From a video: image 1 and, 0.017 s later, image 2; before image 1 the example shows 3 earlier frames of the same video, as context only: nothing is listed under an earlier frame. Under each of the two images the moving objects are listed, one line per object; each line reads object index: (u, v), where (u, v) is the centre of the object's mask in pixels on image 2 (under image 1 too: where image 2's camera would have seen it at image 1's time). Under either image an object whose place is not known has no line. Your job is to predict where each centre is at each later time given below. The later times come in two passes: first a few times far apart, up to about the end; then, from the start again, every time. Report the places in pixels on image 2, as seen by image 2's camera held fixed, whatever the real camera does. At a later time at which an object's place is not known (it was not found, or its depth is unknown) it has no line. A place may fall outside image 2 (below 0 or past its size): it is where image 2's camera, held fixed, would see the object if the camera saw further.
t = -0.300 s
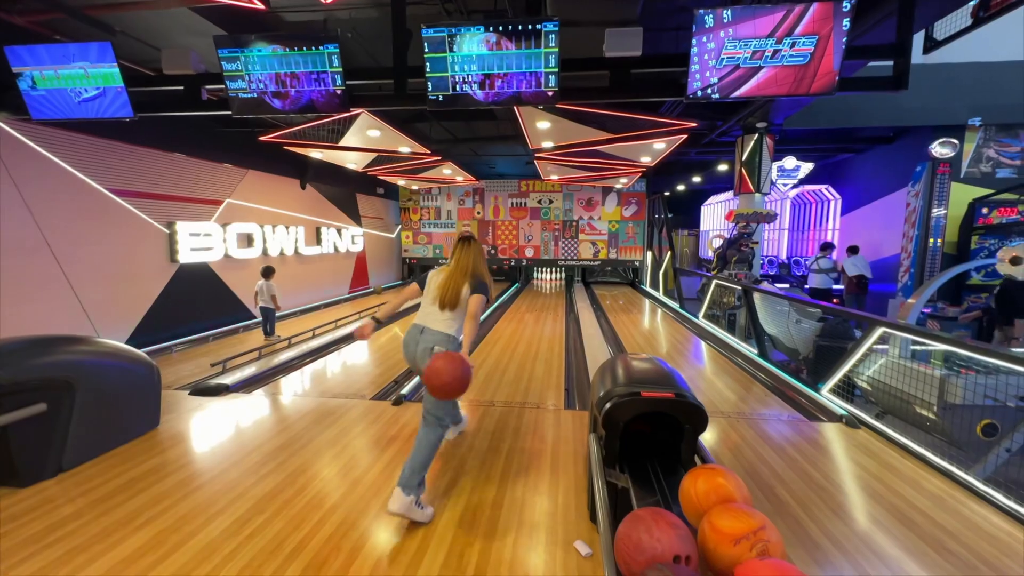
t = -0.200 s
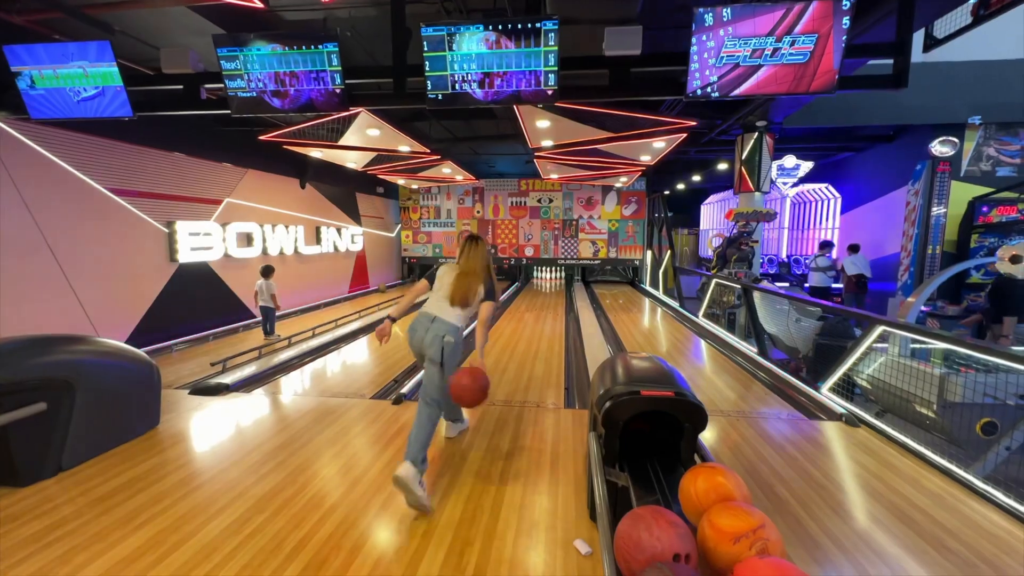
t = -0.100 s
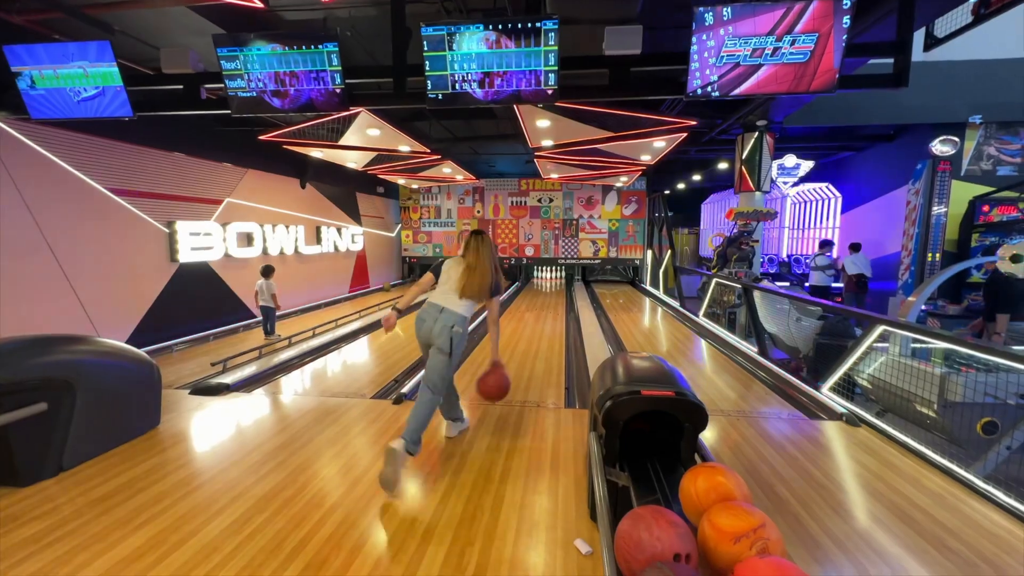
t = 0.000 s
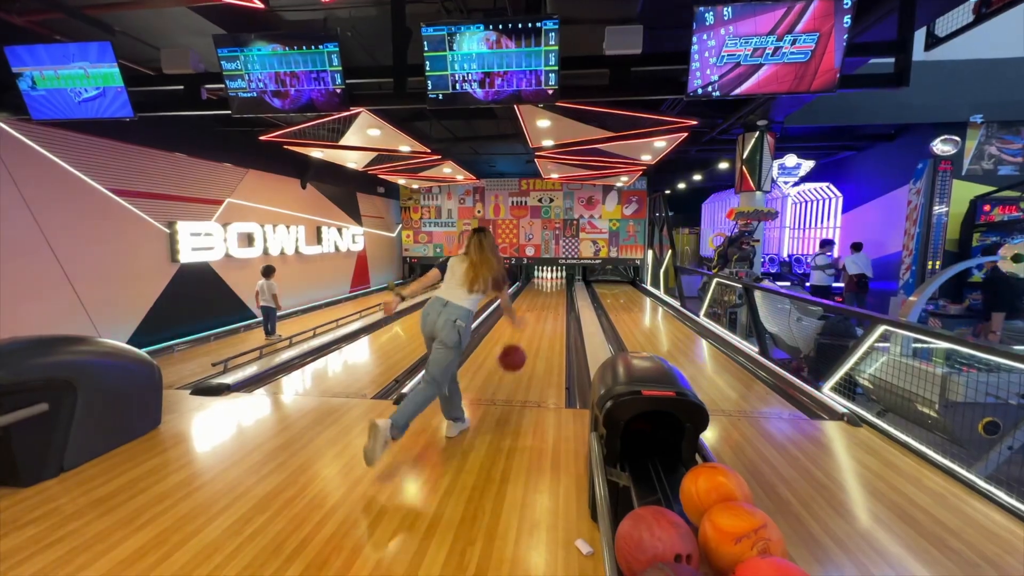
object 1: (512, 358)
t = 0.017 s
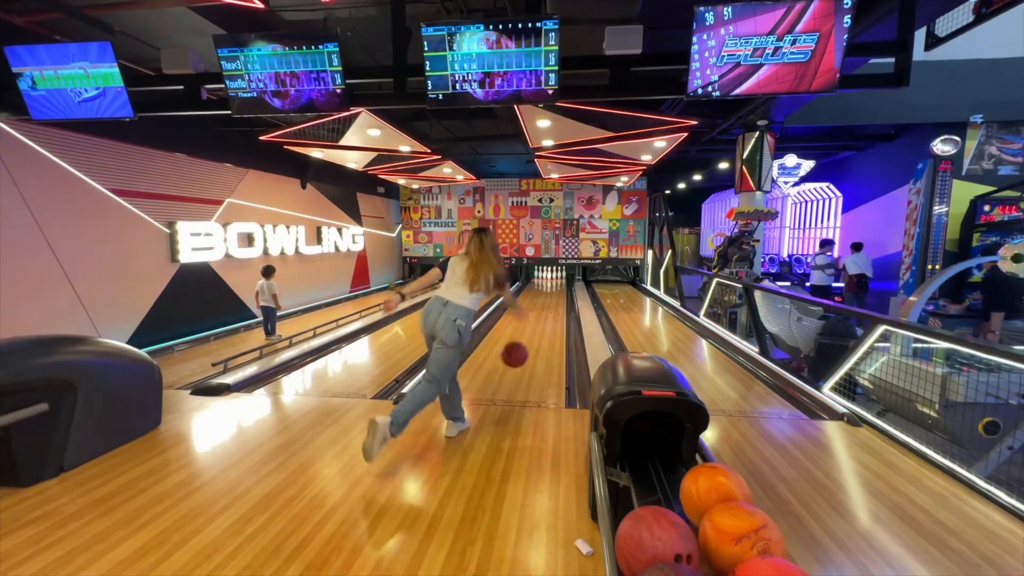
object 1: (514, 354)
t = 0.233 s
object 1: (536, 343)
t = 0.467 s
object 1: (549, 325)
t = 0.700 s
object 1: (558, 310)
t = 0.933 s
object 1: (564, 300)
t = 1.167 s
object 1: (567, 292)
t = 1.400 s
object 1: (569, 288)
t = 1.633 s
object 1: (570, 284)
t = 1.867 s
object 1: (567, 281)
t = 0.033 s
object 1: (517, 351)
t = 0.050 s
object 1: (519, 348)
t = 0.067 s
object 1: (521, 346)
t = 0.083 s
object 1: (523, 345)
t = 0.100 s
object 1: (524, 343)
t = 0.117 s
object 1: (526, 342)
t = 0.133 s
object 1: (528, 342)
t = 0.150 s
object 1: (529, 341)
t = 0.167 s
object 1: (531, 341)
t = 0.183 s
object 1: (532, 341)
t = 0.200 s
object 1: (533, 342)
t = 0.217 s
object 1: (535, 343)
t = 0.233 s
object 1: (536, 343)
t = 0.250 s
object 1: (537, 345)
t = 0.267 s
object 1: (538, 345)
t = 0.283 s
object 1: (539, 343)
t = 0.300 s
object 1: (540, 340)
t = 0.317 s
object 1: (541, 337)
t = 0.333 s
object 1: (542, 335)
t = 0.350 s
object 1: (544, 334)
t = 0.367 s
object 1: (544, 332)
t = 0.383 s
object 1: (545, 331)
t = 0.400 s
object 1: (546, 330)
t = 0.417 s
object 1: (547, 330)
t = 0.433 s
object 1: (548, 328)
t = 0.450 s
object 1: (548, 327)
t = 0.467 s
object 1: (549, 325)
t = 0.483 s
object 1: (550, 324)
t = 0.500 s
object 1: (550, 323)
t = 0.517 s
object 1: (551, 322)
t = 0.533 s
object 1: (552, 320)
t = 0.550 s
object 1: (552, 319)
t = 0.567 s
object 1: (553, 318)
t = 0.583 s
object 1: (553, 317)
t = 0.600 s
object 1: (554, 315)
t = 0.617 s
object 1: (555, 314)
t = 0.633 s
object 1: (555, 314)
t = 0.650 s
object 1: (556, 313)
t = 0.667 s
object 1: (556, 312)
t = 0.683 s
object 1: (557, 311)
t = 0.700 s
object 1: (558, 310)
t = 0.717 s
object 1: (558, 309)
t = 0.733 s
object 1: (559, 308)
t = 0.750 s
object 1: (559, 307)
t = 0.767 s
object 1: (560, 306)
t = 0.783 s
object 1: (560, 305)
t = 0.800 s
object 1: (561, 305)
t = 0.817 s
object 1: (562, 304)
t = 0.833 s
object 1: (562, 304)
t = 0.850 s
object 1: (562, 303)
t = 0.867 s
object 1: (563, 301)
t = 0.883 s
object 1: (563, 301)
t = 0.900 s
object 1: (563, 301)
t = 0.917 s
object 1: (564, 299)
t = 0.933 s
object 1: (564, 300)
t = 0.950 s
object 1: (563, 299)
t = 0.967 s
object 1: (564, 299)
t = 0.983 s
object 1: (564, 299)
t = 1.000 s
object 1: (564, 298)
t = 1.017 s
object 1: (566, 297)
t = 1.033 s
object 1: (566, 295)
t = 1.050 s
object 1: (566, 295)
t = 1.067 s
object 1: (566, 295)
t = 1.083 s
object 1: (566, 295)
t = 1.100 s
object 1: (568, 293)
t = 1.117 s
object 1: (567, 293)
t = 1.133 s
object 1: (567, 293)
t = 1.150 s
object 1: (567, 292)
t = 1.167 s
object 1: (567, 292)
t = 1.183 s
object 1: (567, 292)
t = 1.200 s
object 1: (568, 292)
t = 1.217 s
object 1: (569, 292)
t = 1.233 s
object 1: (569, 292)
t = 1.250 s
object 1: (570, 291)
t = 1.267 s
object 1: (570, 292)
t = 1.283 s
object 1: (570, 291)
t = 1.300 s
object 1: (570, 291)
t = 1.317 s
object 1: (570, 290)
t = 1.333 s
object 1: (570, 290)
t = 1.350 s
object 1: (570, 290)
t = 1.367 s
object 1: (570, 289)
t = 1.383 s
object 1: (570, 289)
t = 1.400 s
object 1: (569, 288)
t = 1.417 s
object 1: (570, 288)
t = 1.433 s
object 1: (570, 288)
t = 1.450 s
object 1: (570, 287)
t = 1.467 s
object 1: (570, 287)
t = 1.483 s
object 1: (569, 287)
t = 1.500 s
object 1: (570, 287)
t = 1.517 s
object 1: (570, 287)
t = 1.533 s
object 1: (570, 285)
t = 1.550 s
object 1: (570, 286)
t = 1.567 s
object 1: (570, 286)
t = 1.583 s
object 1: (570, 285)
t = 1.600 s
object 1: (570, 285)
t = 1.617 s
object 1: (569, 284)
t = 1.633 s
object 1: (570, 284)
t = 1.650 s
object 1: (570, 284)
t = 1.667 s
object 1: (570, 284)
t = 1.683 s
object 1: (569, 283)
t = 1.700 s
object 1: (569, 283)
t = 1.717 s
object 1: (569, 283)
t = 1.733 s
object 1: (569, 283)
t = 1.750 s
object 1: (568, 283)
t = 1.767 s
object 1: (568, 283)
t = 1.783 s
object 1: (568, 283)
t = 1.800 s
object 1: (568, 283)
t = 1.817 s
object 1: (568, 282)
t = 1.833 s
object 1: (567, 281)
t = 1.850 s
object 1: (567, 281)
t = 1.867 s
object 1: (567, 281)
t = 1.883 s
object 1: (567, 282)
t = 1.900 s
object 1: (567, 281)
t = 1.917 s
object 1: (567, 282)
